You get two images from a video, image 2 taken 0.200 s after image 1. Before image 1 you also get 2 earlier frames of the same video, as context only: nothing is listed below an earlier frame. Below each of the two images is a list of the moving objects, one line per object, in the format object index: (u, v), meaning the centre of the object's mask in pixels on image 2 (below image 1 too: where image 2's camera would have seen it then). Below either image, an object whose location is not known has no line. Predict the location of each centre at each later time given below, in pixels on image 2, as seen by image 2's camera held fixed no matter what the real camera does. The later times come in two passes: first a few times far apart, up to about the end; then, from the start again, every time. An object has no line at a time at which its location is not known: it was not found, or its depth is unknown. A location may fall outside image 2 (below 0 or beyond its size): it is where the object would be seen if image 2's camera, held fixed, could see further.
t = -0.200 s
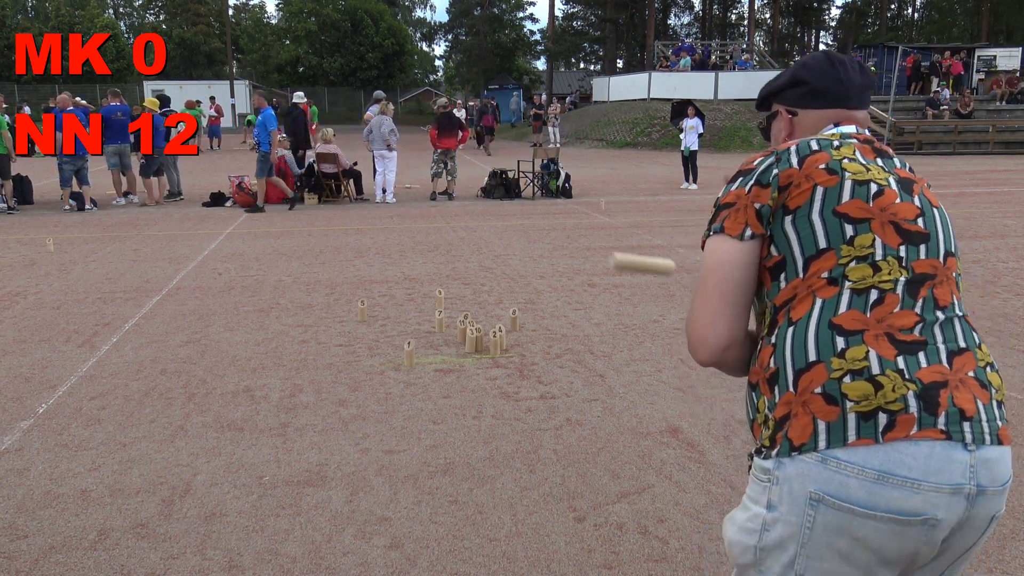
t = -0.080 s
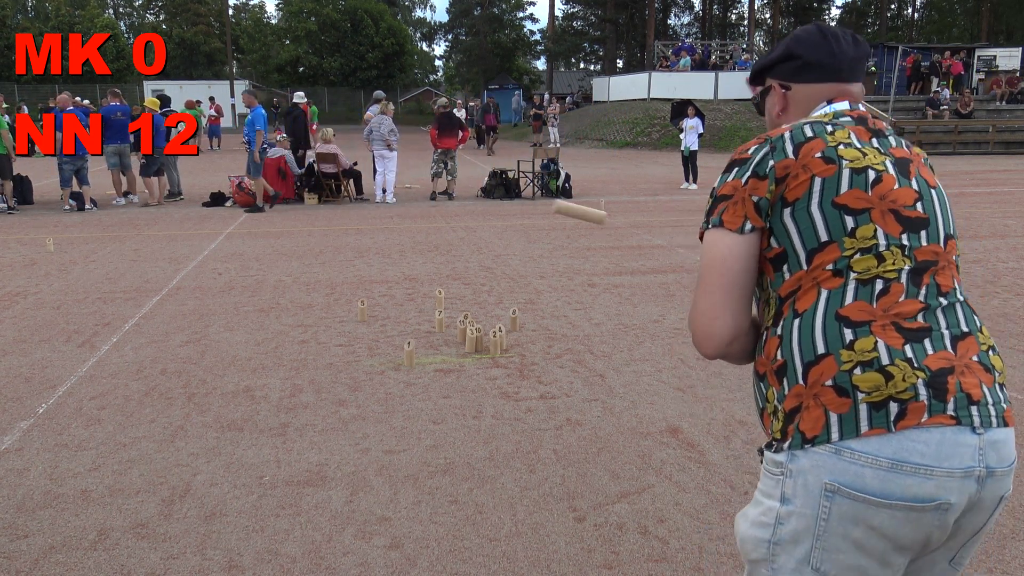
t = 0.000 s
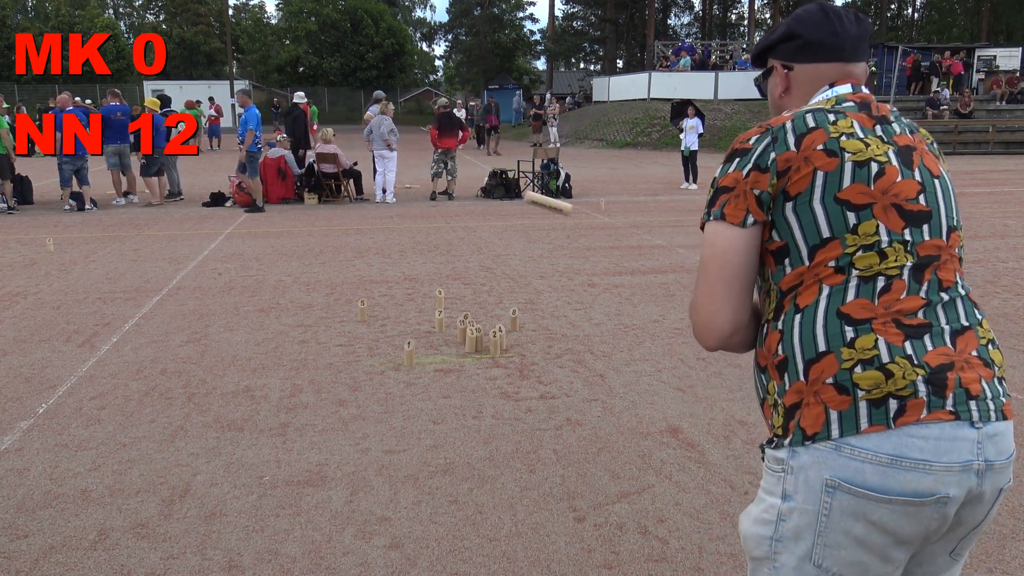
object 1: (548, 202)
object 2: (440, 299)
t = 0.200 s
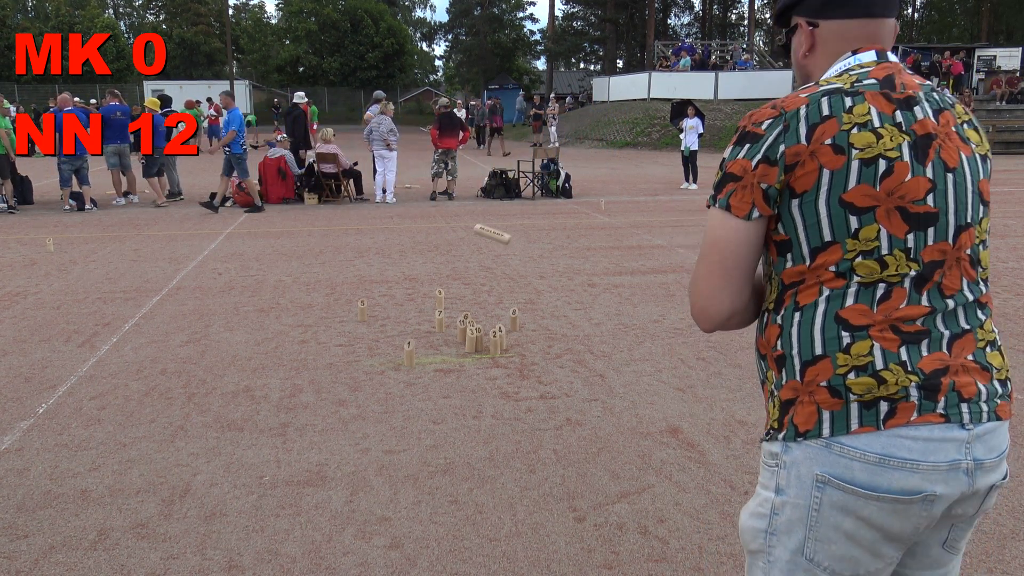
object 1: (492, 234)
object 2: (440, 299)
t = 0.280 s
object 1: (475, 259)
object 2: (440, 299)
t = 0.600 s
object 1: (461, 293)
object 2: (414, 296)
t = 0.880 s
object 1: (451, 279)
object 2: (388, 294)
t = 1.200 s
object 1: (426, 271)
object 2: (365, 293)
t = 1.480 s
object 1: (410, 269)
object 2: (350, 290)
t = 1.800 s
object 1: (410, 269)
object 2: (336, 288)
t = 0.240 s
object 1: (484, 246)
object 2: (440, 299)
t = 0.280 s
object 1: (475, 259)
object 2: (440, 299)
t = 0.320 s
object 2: (440, 299)
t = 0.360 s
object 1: (462, 291)
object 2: (439, 299)
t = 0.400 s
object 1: (455, 308)
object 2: (439, 298)
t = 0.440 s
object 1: (455, 303)
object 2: (439, 291)
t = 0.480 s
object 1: (457, 299)
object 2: (429, 295)
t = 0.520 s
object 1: (458, 296)
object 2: (423, 294)
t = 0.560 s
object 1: (459, 295)
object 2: (417, 297)
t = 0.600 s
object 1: (461, 293)
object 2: (414, 296)
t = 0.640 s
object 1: (460, 291)
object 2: (409, 296)
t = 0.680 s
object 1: (459, 289)
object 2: (405, 296)
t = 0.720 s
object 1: (459, 287)
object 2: (403, 296)
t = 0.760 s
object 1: (457, 284)
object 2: (400, 295)
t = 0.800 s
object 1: (455, 283)
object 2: (397, 295)
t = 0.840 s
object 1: (453, 281)
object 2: (393, 294)
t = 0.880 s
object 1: (451, 279)
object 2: (388, 294)
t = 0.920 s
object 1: (448, 277)
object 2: (385, 294)
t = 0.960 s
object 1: (445, 276)
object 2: (383, 294)
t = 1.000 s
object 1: (442, 275)
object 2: (381, 293)
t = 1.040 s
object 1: (439, 274)
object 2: (378, 293)
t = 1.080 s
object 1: (436, 273)
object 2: (374, 293)
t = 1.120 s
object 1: (432, 272)
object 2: (370, 293)
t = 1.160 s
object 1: (429, 271)
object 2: (367, 293)
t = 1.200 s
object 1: (426, 271)
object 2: (365, 293)
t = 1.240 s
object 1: (423, 270)
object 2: (363, 292)
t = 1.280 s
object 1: (420, 270)
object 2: (361, 291)
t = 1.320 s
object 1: (417, 269)
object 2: (359, 291)
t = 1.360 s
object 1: (414, 269)
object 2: (356, 291)
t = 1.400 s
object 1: (412, 269)
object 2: (353, 291)
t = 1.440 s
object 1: (411, 269)
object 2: (351, 291)
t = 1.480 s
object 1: (410, 269)
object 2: (350, 290)
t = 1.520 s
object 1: (410, 269)
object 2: (348, 290)
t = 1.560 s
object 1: (409, 269)
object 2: (347, 289)
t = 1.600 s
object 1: (409, 269)
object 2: (344, 289)
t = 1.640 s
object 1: (409, 269)
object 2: (343, 289)
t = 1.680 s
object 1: (409, 269)
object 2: (341, 288)
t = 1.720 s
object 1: (410, 269)
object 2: (339, 288)
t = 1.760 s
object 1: (410, 269)
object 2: (338, 288)
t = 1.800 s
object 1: (410, 269)
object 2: (336, 288)
